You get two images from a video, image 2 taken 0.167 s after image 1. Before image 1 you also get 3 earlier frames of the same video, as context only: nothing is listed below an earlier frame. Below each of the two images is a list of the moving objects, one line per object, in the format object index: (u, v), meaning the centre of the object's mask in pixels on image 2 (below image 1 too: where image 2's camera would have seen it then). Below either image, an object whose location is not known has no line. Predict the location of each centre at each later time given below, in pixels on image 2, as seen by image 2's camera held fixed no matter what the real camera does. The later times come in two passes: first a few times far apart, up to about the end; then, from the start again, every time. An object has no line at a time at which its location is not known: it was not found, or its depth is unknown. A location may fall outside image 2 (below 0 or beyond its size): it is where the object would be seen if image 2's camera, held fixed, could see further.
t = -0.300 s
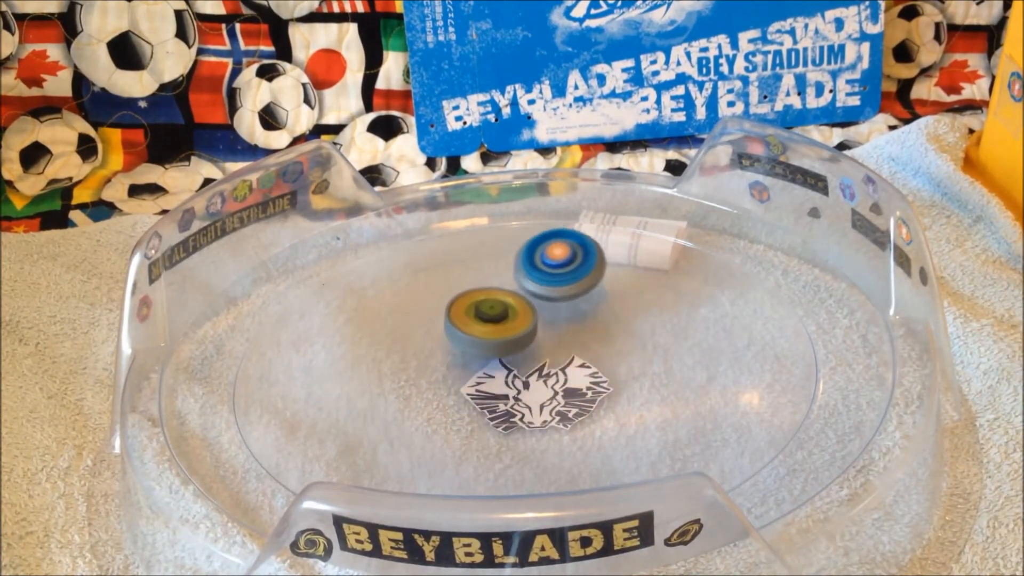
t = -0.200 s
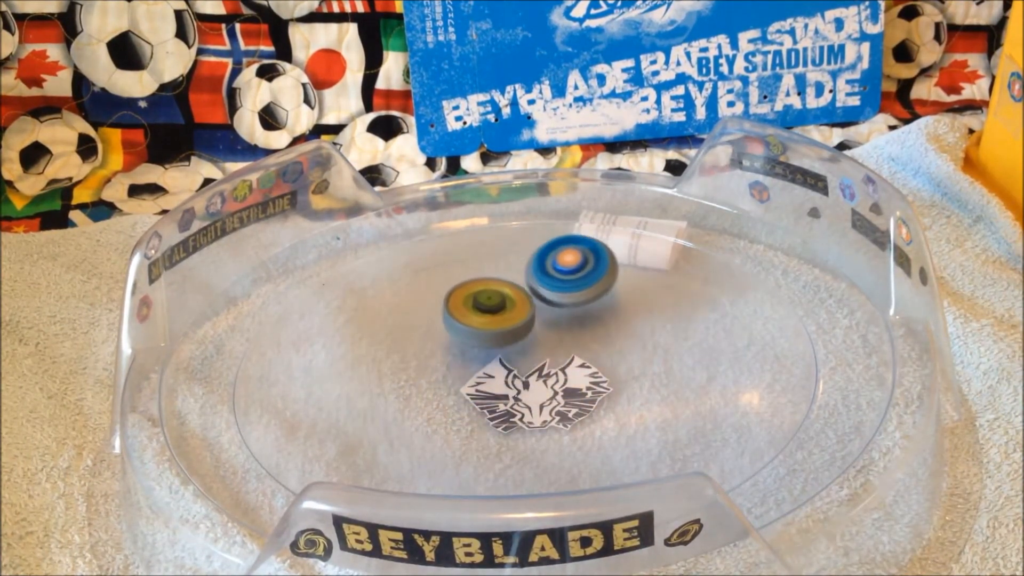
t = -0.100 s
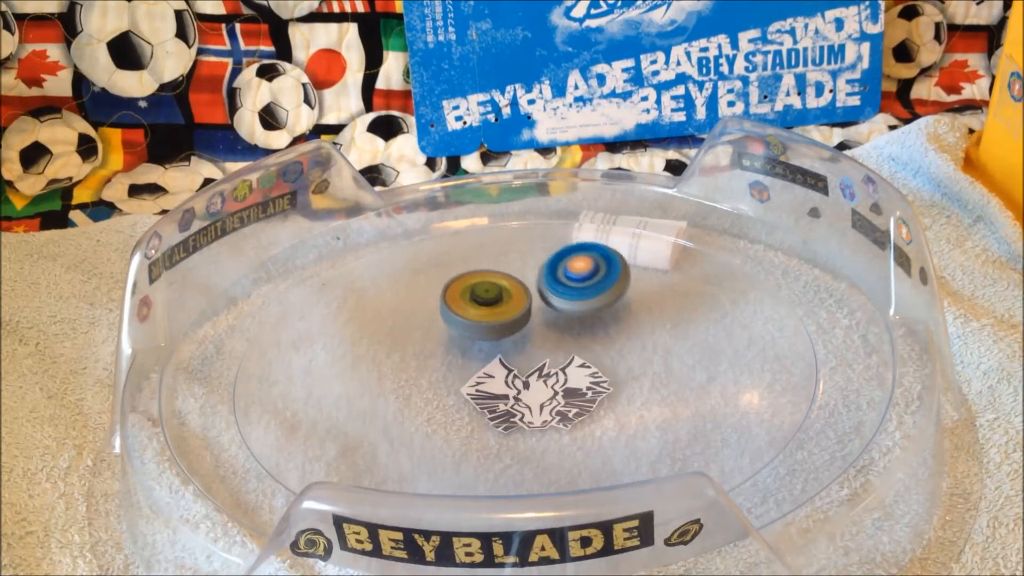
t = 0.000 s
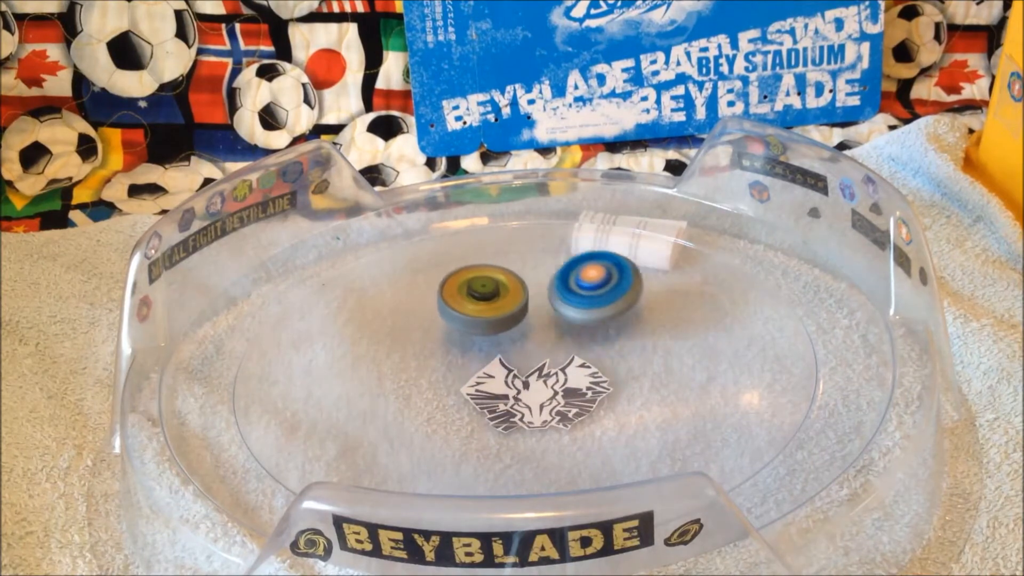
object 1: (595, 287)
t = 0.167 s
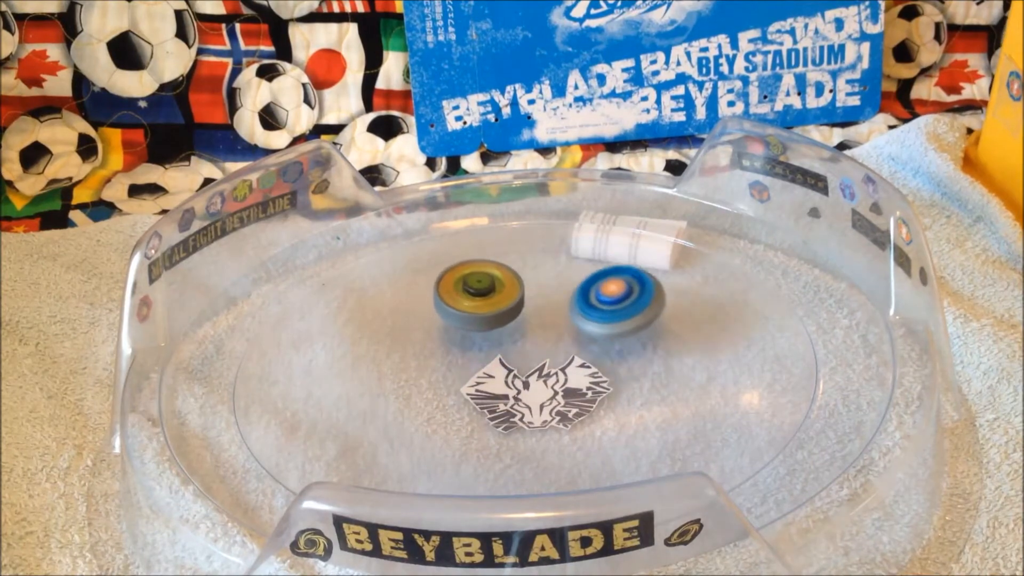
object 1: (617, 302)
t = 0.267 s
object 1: (626, 309)
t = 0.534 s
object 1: (629, 332)
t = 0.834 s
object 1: (602, 362)
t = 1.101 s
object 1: (568, 385)
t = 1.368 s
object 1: (434, 377)
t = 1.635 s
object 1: (524, 262)
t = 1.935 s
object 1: (401, 357)
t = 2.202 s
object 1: (615, 343)
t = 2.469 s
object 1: (461, 288)
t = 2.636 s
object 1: (593, 351)
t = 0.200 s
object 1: (620, 304)
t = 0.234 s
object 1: (624, 307)
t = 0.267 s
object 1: (626, 309)
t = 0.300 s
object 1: (629, 312)
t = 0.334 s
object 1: (630, 315)
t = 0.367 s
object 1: (631, 318)
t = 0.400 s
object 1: (632, 321)
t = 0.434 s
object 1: (632, 324)
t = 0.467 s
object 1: (632, 326)
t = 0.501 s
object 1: (631, 329)
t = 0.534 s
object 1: (629, 332)
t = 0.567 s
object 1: (627, 335)
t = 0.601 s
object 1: (625, 338)
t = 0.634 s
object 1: (623, 341)
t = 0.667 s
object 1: (620, 344)
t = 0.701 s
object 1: (616, 347)
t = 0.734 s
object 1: (613, 351)
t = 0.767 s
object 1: (610, 354)
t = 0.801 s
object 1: (606, 358)
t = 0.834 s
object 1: (602, 362)
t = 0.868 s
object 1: (598, 366)
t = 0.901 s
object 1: (594, 369)
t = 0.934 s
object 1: (590, 372)
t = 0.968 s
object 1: (585, 375)
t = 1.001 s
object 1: (581, 378)
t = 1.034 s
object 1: (577, 380)
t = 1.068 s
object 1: (572, 383)
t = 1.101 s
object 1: (568, 385)
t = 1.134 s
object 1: (562, 387)
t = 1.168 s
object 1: (556, 389)
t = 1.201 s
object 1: (552, 391)
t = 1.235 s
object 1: (547, 392)
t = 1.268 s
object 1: (542, 393)
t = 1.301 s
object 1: (526, 394)
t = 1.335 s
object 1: (478, 390)
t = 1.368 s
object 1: (434, 377)
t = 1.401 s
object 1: (239, 337)
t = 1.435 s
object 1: (195, 333)
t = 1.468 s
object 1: (242, 330)
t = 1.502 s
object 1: (348, 330)
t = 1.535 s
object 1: (325, 322)
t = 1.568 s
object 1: (452, 321)
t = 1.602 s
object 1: (462, 263)
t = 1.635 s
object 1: (524, 262)
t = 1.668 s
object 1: (580, 267)
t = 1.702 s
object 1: (615, 286)
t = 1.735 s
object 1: (631, 317)
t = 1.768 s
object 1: (624, 351)
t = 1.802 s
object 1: (593, 381)
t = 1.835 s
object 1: (542, 398)
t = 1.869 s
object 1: (480, 398)
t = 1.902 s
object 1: (430, 384)
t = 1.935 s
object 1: (401, 357)
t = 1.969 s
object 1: (395, 324)
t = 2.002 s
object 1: (412, 296)
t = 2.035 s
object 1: (447, 277)
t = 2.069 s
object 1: (495, 269)
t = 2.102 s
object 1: (548, 271)
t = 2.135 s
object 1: (586, 286)
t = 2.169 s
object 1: (611, 314)
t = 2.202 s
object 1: (615, 343)
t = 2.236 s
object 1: (594, 367)
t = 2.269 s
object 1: (546, 384)
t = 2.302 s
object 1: (486, 390)
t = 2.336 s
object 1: (446, 380)
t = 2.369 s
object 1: (423, 357)
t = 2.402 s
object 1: (413, 324)
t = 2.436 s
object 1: (426, 302)
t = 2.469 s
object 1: (461, 288)
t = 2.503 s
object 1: (510, 281)
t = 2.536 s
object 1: (551, 283)
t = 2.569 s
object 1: (579, 301)
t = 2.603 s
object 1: (597, 328)
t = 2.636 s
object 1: (593, 351)
